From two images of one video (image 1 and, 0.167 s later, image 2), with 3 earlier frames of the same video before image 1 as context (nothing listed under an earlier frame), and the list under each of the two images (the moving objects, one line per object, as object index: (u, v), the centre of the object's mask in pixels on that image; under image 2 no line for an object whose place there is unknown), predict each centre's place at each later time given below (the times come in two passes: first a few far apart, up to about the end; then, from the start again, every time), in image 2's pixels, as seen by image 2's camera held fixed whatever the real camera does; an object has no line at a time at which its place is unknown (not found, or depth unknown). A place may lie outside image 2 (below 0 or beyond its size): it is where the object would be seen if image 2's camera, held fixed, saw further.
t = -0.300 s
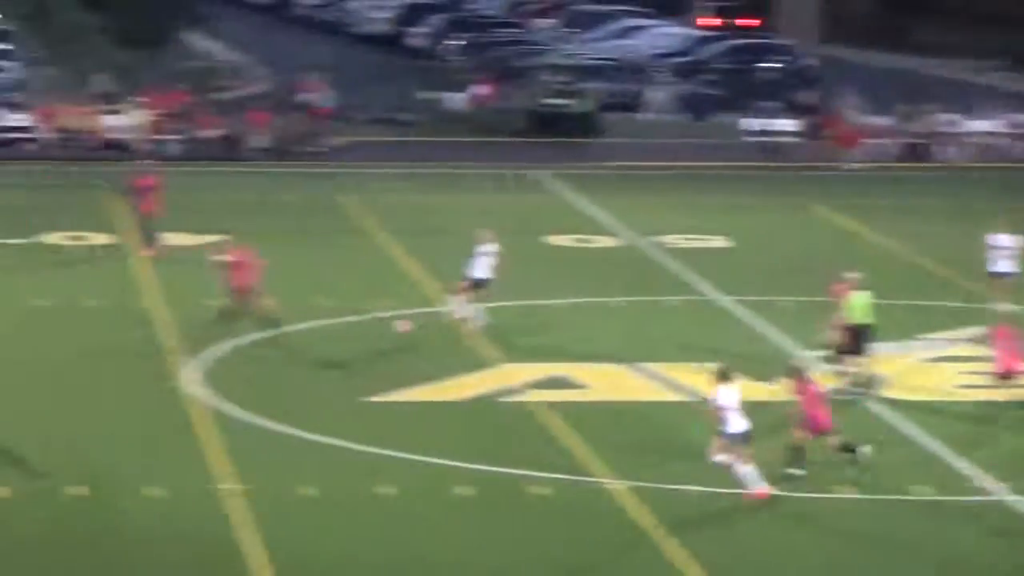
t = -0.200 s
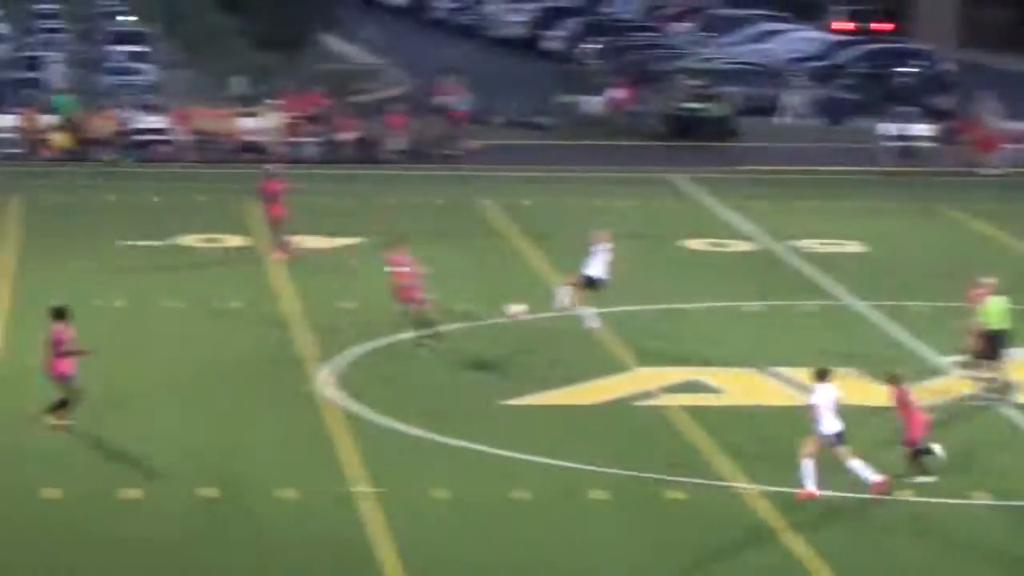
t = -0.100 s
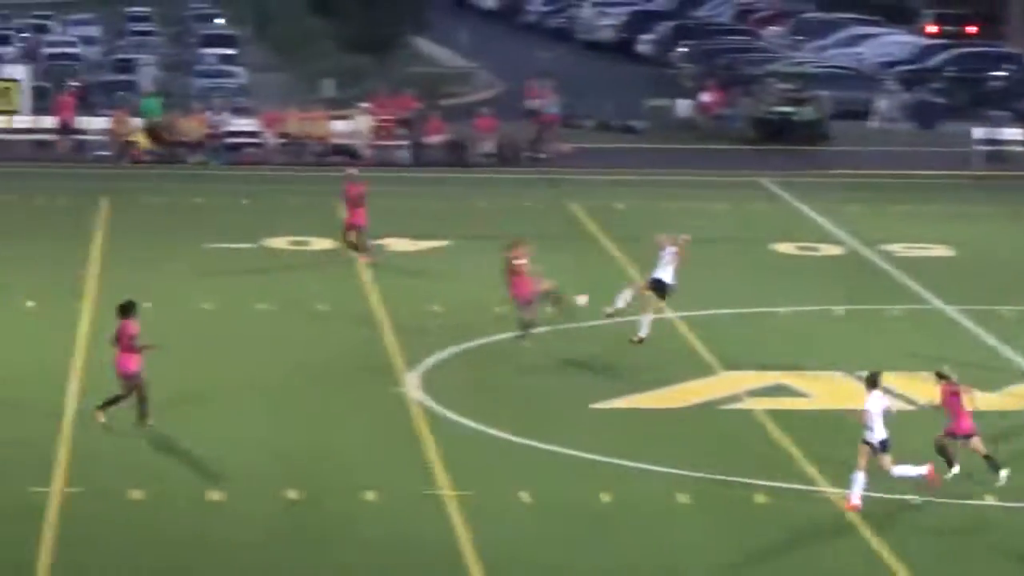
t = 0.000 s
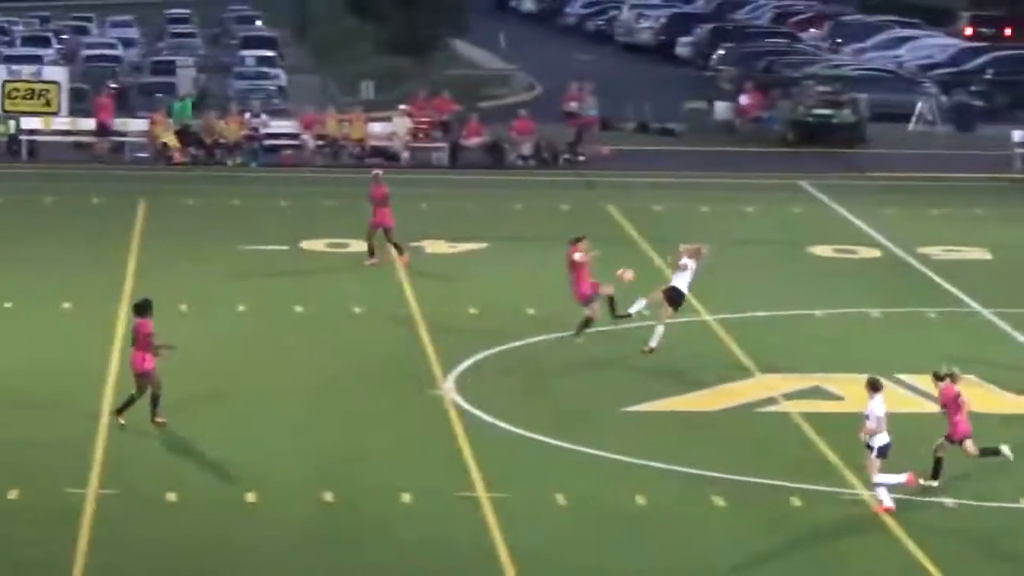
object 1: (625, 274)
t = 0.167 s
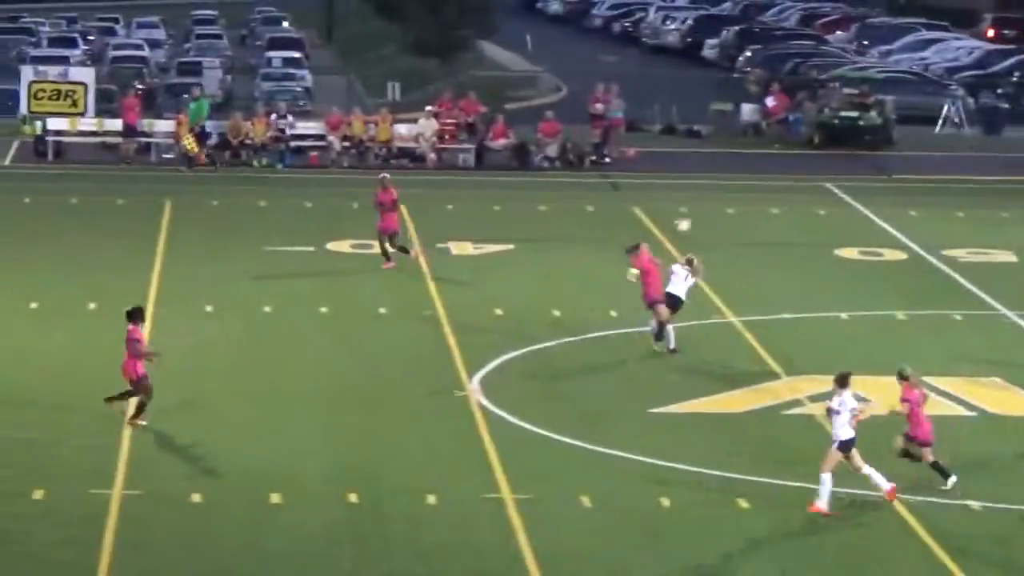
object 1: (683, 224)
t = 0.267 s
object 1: (700, 203)
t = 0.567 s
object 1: (753, 176)
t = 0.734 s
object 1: (781, 186)
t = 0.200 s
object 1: (689, 216)
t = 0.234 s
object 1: (694, 210)
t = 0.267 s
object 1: (700, 203)
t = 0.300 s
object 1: (707, 197)
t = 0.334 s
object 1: (712, 191)
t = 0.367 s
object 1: (718, 187)
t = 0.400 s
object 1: (724, 183)
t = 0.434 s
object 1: (730, 181)
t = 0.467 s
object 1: (736, 178)
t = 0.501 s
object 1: (742, 177)
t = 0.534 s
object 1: (748, 176)
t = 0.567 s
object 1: (753, 176)
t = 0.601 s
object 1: (759, 176)
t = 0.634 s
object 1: (764, 178)
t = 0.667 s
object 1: (771, 179)
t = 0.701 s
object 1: (776, 182)
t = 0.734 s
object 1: (781, 186)
